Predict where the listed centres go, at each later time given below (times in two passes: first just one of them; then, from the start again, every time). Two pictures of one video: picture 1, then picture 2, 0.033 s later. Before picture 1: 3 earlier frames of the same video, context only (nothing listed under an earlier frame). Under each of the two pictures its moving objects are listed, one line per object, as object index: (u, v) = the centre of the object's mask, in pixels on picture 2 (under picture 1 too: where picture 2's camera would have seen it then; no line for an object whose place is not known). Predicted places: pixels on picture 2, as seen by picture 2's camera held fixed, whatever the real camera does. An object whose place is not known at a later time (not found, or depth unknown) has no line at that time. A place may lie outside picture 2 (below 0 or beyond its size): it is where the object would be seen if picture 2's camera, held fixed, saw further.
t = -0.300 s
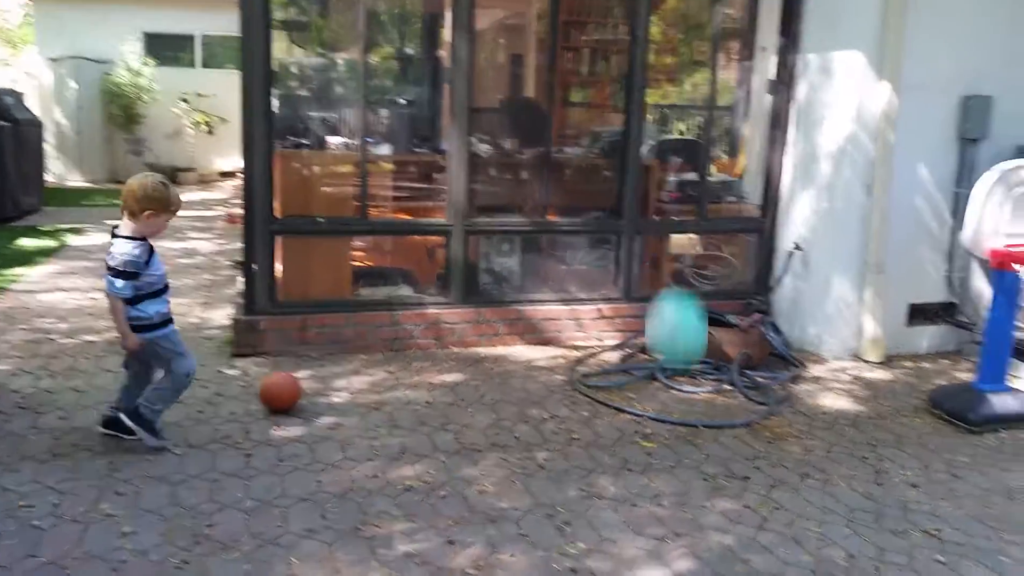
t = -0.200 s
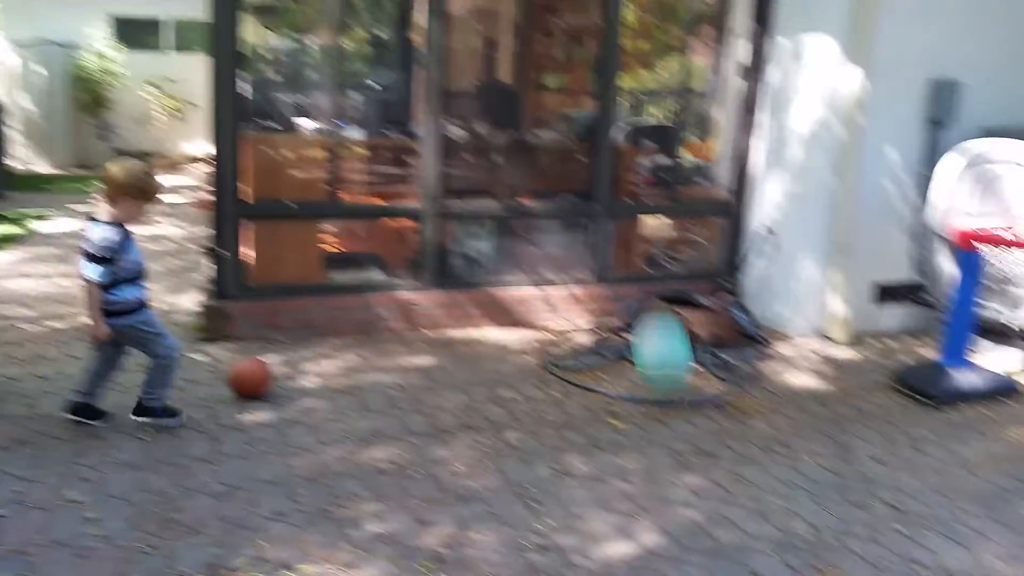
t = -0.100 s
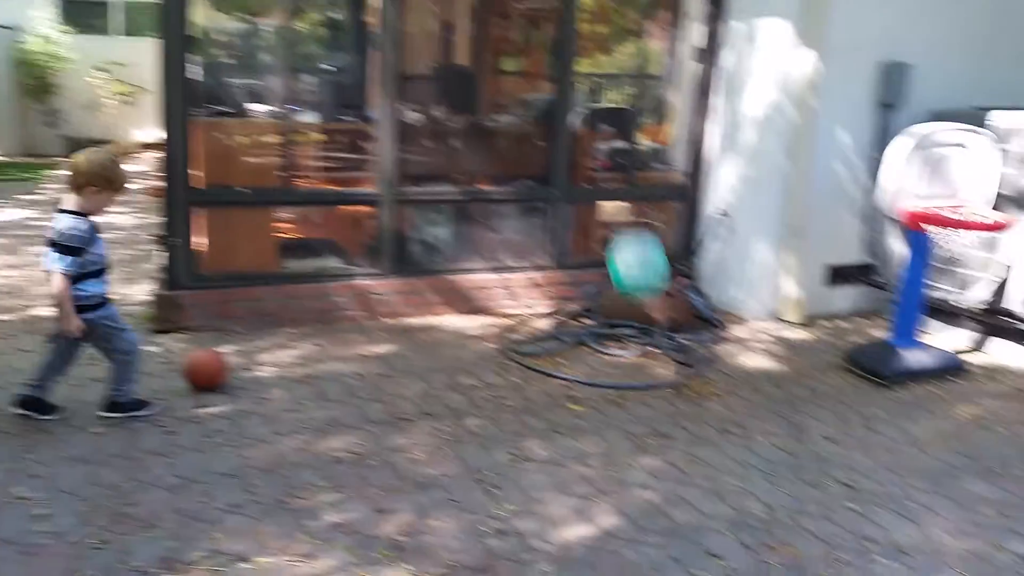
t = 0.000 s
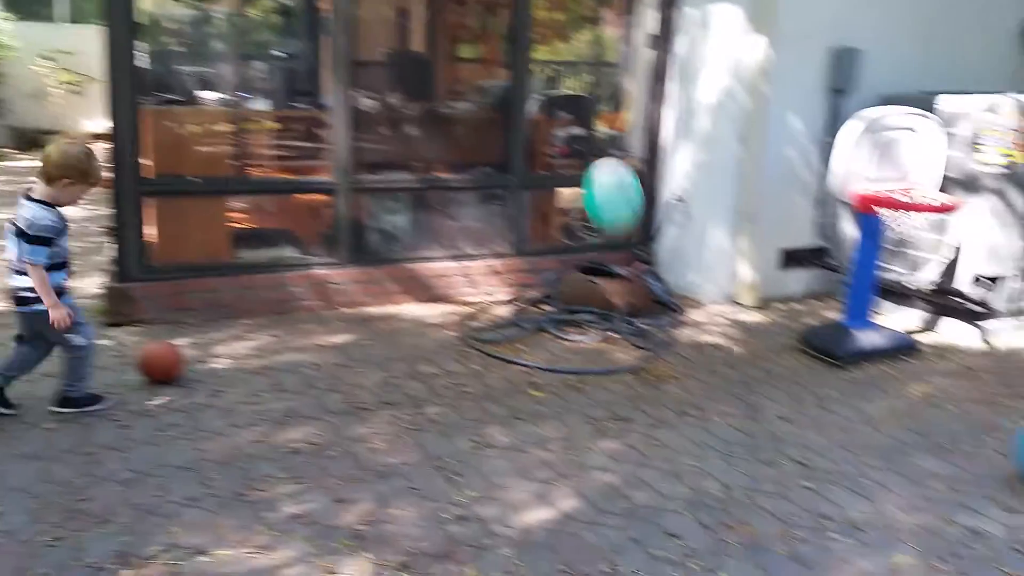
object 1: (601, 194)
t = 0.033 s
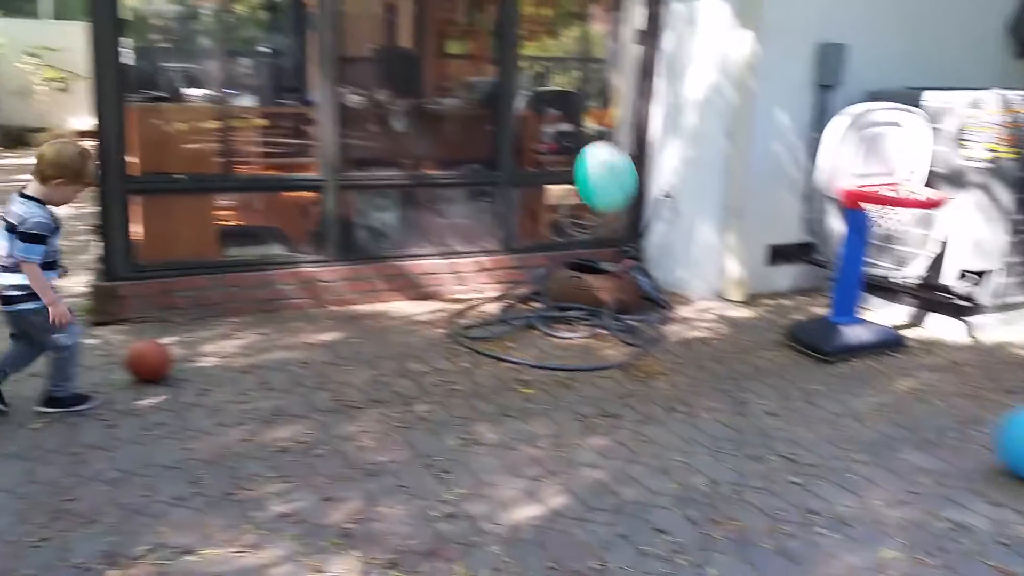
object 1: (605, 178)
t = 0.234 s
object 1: (631, 137)
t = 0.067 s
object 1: (610, 165)
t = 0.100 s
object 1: (615, 155)
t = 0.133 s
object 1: (618, 147)
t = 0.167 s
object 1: (623, 142)
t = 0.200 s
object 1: (627, 138)
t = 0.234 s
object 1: (631, 137)
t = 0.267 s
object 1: (635, 139)
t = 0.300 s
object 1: (639, 143)
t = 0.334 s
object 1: (641, 151)
